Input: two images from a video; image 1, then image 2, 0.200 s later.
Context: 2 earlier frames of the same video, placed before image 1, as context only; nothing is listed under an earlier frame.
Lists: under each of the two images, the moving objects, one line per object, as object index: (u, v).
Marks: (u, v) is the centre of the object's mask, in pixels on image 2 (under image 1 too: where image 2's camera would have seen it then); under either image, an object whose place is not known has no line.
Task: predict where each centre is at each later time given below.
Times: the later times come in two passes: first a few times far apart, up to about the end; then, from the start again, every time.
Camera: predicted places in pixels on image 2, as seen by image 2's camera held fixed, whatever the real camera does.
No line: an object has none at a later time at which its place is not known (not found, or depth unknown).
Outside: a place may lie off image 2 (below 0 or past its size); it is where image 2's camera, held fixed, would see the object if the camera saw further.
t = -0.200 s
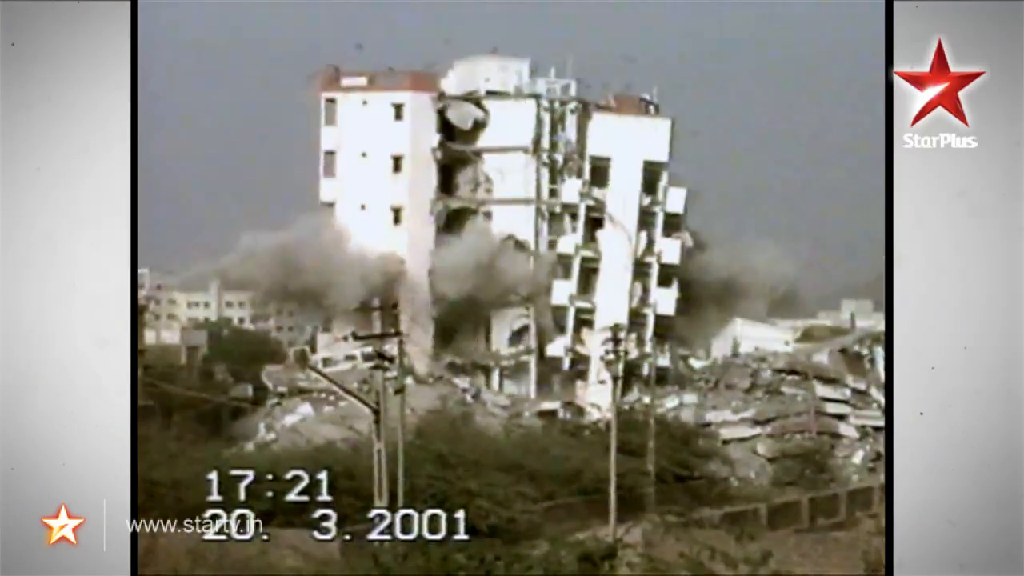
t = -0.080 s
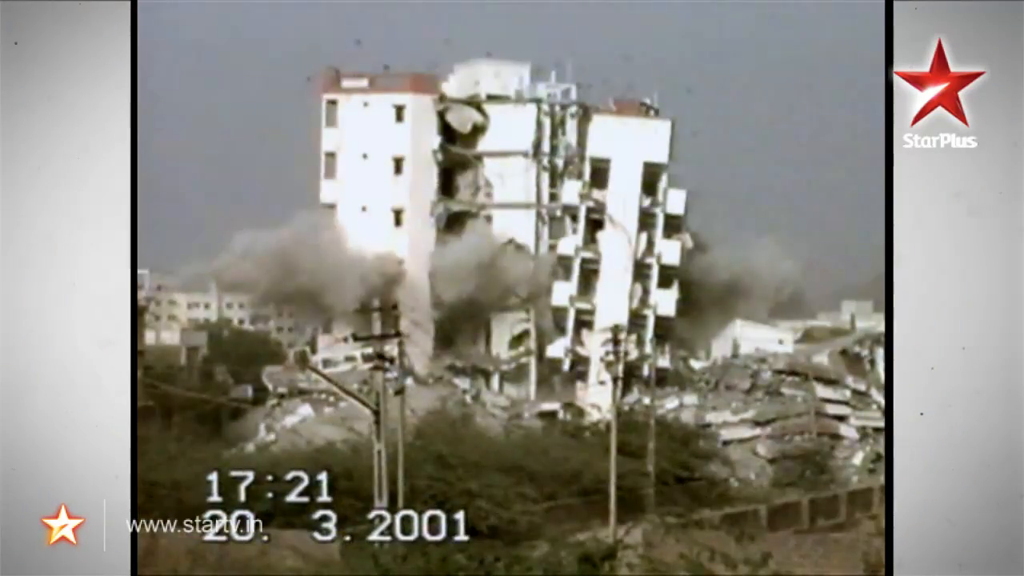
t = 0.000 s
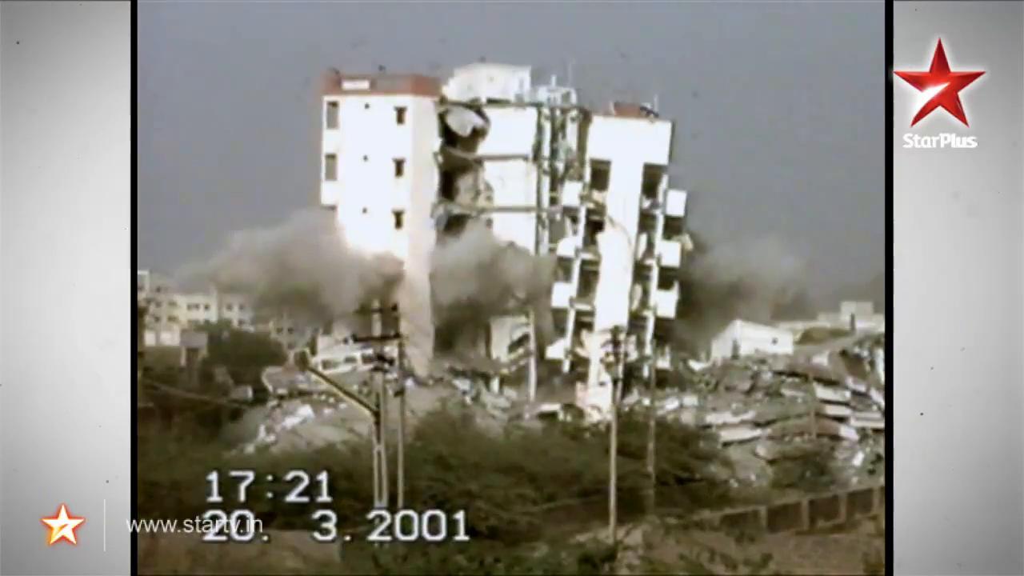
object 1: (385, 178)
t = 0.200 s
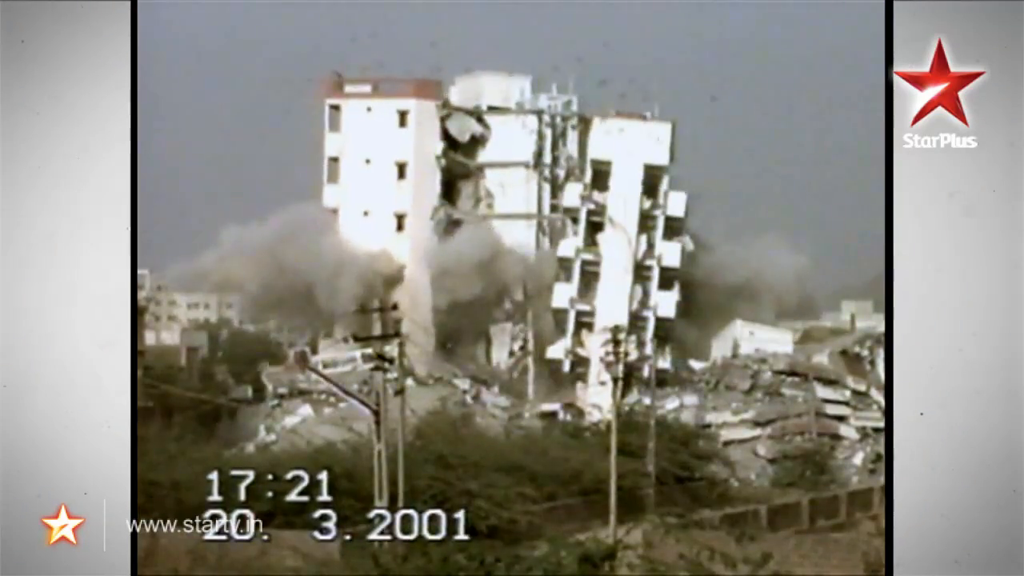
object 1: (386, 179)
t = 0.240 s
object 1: (386, 179)
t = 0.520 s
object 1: (387, 187)
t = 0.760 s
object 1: (387, 194)
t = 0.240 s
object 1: (386, 179)
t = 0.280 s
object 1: (387, 179)
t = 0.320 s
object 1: (386, 180)
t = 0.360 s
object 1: (387, 180)
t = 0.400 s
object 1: (387, 181)
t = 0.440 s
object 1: (387, 182)
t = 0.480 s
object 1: (387, 183)
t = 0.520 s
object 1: (387, 187)
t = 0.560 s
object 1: (388, 188)
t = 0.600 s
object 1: (388, 189)
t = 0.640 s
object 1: (387, 191)
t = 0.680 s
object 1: (387, 192)
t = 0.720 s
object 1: (388, 194)
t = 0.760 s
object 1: (387, 194)
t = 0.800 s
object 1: (387, 193)
